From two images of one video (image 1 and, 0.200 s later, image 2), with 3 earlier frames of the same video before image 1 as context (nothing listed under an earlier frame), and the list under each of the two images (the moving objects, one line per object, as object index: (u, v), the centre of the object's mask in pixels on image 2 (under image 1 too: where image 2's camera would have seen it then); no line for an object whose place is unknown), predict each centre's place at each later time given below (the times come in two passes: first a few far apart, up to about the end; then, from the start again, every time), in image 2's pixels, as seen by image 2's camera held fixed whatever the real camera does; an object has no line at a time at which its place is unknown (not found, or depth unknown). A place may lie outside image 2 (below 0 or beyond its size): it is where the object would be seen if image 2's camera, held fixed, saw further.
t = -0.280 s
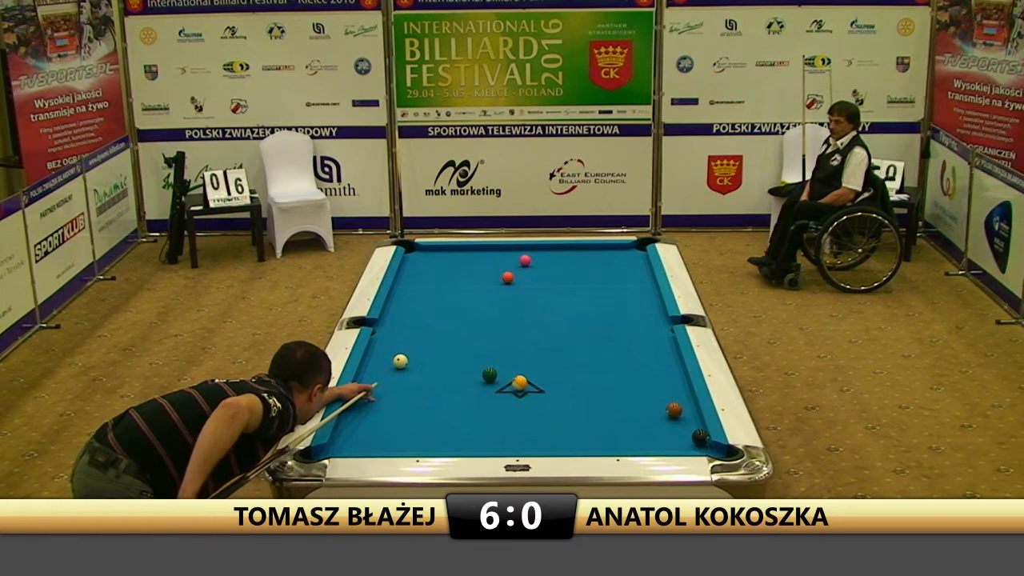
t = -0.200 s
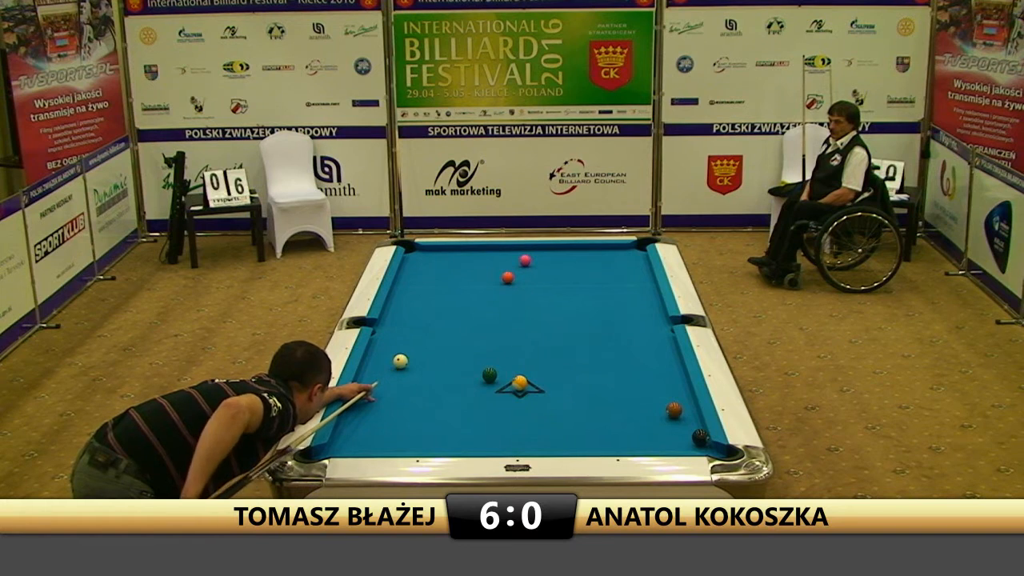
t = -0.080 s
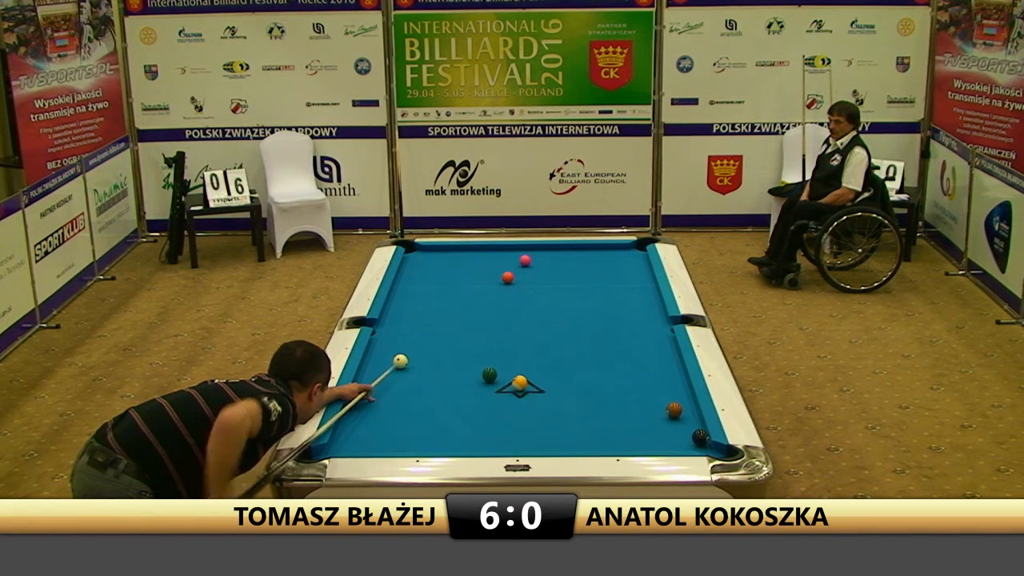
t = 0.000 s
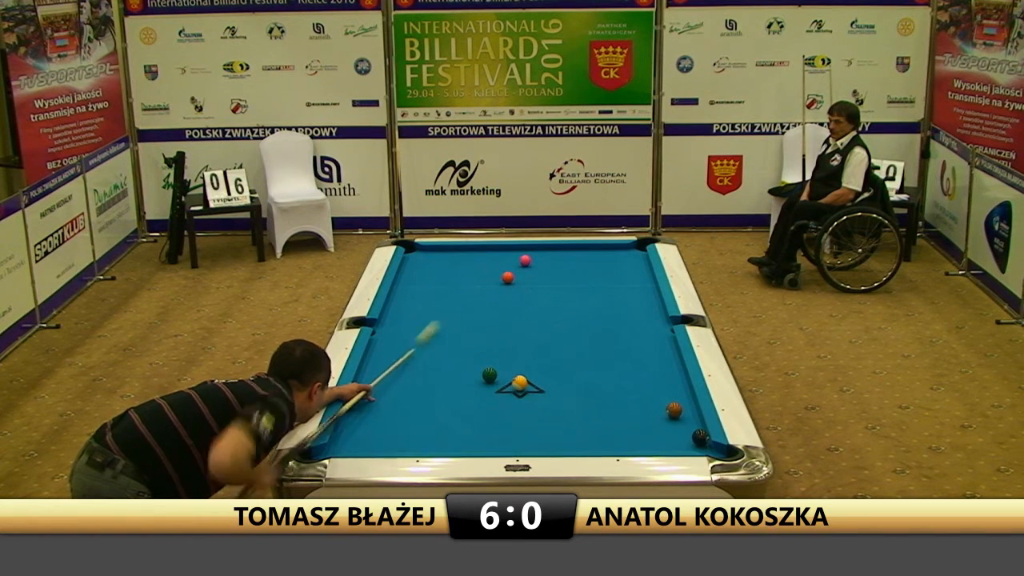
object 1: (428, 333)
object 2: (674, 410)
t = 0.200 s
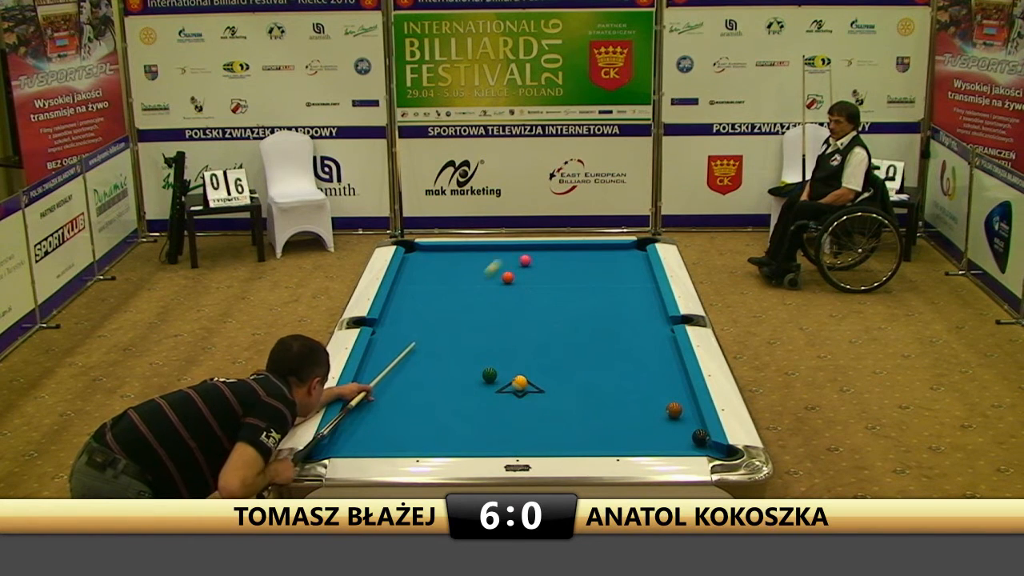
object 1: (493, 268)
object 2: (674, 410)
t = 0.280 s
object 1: (512, 248)
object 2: (674, 410)
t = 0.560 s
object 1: (526, 259)
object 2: (674, 410)
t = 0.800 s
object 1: (531, 260)
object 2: (674, 410)
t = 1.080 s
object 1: (536, 261)
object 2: (674, 410)
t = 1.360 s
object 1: (540, 261)
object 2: (674, 410)
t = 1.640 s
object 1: (543, 262)
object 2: (651, 399)
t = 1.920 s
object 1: (544, 263)
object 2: (620, 386)
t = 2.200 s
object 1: (545, 263)
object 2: (590, 374)
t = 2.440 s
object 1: (545, 263)
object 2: (566, 364)
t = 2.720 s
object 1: (545, 263)
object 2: (540, 354)
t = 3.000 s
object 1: (545, 263)
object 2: (517, 344)
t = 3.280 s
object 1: (545, 263)
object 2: (495, 336)
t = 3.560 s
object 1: (545, 263)
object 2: (475, 327)
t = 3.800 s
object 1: (545, 263)
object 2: (459, 322)
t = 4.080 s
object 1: (545, 263)
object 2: (442, 315)
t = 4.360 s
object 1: (545, 263)
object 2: (426, 309)
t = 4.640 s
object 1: (545, 263)
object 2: (412, 303)
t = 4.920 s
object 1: (545, 263)
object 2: (398, 298)
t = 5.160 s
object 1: (545, 263)
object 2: (396, 294)
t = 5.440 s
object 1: (545, 263)
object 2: (404, 291)
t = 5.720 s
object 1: (545, 263)
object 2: (411, 289)
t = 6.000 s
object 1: (545, 263)
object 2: (417, 287)
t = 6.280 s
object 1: (545, 263)
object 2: (422, 285)
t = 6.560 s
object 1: (545, 263)
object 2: (426, 283)
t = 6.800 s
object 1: (545, 263)
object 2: (430, 282)
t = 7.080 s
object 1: (545, 263)
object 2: (432, 281)
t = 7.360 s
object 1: (545, 263)
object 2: (434, 280)
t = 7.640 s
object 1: (545, 263)
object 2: (435, 280)
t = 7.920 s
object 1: (545, 263)
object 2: (435, 280)
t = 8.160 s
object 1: (545, 263)
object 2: (435, 280)
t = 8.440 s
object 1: (545, 263)
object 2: (435, 280)
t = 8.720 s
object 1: (545, 263)
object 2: (435, 280)
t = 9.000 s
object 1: (545, 264)
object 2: (435, 280)
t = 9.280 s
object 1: (545, 264)
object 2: (435, 280)
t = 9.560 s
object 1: (545, 263)
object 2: (435, 280)
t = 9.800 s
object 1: (545, 263)
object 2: (435, 280)
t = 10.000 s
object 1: (545, 263)
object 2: (435, 280)
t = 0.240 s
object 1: (503, 258)
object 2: (674, 410)
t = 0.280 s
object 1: (512, 248)
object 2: (674, 410)
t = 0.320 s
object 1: (518, 249)
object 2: (674, 410)
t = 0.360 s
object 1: (522, 254)
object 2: (674, 410)
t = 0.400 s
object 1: (523, 257)
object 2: (674, 410)
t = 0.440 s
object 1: (524, 258)
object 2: (674, 410)
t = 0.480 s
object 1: (525, 258)
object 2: (674, 410)
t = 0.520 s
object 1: (526, 258)
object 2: (674, 410)
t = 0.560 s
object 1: (526, 259)
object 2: (674, 410)
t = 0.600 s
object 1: (527, 259)
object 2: (674, 410)
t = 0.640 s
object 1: (528, 259)
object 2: (674, 410)
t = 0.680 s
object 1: (529, 259)
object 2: (674, 410)
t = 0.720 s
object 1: (530, 259)
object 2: (674, 410)
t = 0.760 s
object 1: (531, 259)
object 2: (674, 410)
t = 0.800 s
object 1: (531, 260)
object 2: (674, 410)
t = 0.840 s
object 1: (532, 260)
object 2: (674, 410)
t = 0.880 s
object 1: (533, 260)
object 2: (674, 410)
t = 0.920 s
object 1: (533, 260)
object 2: (674, 410)
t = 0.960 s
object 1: (534, 260)
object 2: (674, 410)
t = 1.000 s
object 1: (535, 260)
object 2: (674, 410)
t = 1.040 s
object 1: (535, 260)
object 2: (674, 410)
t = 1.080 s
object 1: (536, 261)
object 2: (674, 410)
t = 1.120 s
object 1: (537, 261)
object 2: (674, 410)
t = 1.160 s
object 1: (537, 261)
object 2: (674, 410)
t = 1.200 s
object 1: (538, 261)
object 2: (674, 410)
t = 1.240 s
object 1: (538, 261)
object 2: (674, 410)
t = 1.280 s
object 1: (539, 261)
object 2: (674, 410)
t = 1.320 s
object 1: (539, 261)
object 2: (674, 410)
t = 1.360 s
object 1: (540, 261)
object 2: (674, 410)
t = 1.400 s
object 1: (540, 262)
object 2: (673, 410)
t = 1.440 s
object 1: (541, 262)
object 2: (673, 410)
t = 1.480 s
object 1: (541, 262)
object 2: (669, 407)
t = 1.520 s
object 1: (542, 262)
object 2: (664, 405)
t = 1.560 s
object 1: (542, 262)
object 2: (659, 403)
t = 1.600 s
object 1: (542, 262)
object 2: (655, 401)
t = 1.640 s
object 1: (543, 262)
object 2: (651, 399)
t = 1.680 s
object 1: (543, 262)
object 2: (647, 397)
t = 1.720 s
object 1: (543, 262)
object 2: (644, 396)
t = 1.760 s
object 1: (544, 263)
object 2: (639, 393)
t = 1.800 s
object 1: (544, 263)
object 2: (634, 391)
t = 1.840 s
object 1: (544, 263)
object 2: (629, 390)
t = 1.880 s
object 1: (544, 263)
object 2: (624, 388)
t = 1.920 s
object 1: (544, 263)
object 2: (620, 386)
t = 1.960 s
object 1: (545, 263)
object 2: (615, 384)
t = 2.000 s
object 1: (545, 263)
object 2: (611, 382)
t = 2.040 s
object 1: (545, 263)
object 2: (607, 380)
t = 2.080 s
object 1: (545, 263)
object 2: (602, 379)
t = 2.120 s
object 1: (545, 263)
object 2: (598, 377)
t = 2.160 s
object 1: (545, 263)
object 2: (594, 375)
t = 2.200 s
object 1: (545, 263)
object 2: (590, 374)
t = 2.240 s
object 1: (545, 263)
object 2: (585, 372)
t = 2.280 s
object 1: (545, 263)
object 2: (581, 370)
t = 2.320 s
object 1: (545, 263)
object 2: (577, 369)
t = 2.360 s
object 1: (545, 263)
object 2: (573, 367)
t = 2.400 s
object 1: (545, 263)
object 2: (570, 365)
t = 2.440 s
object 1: (545, 263)
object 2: (566, 364)
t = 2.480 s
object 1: (545, 263)
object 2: (562, 363)
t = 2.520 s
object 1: (545, 263)
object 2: (558, 361)
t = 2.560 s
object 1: (545, 263)
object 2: (554, 359)
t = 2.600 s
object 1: (545, 263)
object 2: (551, 358)
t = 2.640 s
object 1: (545, 263)
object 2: (547, 356)
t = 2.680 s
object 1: (545, 263)
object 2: (544, 355)
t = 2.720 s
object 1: (545, 263)
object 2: (540, 354)
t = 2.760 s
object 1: (545, 263)
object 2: (537, 352)
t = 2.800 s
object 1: (545, 263)
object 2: (533, 351)
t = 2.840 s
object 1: (545, 263)
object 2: (530, 350)
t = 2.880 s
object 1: (545, 263)
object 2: (527, 348)
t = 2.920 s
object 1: (545, 263)
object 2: (523, 347)
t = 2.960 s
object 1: (545, 263)
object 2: (520, 345)
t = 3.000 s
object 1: (545, 263)
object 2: (517, 344)
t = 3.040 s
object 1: (545, 263)
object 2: (513, 343)
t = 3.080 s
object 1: (545, 263)
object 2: (510, 341)
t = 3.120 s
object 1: (545, 263)
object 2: (507, 340)
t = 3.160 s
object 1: (545, 263)
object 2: (504, 339)
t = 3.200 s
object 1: (545, 263)
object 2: (501, 338)
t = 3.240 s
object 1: (545, 263)
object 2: (498, 337)
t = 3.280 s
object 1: (545, 263)
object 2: (495, 336)
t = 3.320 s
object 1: (545, 263)
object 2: (492, 334)
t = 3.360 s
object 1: (545, 263)
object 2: (489, 333)
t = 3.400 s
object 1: (545, 263)
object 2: (486, 332)
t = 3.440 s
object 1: (545, 263)
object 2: (484, 331)
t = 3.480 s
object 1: (545, 263)
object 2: (481, 330)
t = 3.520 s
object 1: (545, 263)
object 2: (478, 328)
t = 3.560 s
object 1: (545, 263)
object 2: (475, 327)
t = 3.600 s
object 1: (545, 263)
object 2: (473, 327)
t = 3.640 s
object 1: (545, 263)
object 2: (470, 326)
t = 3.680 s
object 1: (545, 263)
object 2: (467, 325)
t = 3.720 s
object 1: (545, 263)
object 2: (464, 323)
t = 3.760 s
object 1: (545, 263)
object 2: (462, 322)
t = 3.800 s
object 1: (545, 263)
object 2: (459, 322)
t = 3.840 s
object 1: (545, 263)
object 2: (457, 321)
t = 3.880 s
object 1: (545, 263)
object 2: (454, 319)
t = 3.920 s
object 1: (545, 263)
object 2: (452, 318)
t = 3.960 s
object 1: (545, 263)
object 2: (450, 318)
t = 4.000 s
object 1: (545, 263)
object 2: (447, 317)
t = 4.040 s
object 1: (545, 263)
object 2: (445, 316)
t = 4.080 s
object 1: (545, 263)
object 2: (442, 315)
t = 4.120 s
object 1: (545, 263)
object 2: (440, 314)
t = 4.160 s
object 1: (545, 263)
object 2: (438, 313)
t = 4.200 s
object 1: (545, 263)
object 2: (435, 312)
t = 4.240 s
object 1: (545, 263)
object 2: (433, 311)
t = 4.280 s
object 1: (545, 263)
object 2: (431, 311)
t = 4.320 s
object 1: (545, 263)
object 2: (429, 310)
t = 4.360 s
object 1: (545, 263)
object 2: (426, 309)
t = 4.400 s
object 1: (545, 263)
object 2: (424, 308)
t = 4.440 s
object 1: (545, 263)
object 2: (422, 307)
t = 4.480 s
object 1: (545, 263)
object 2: (420, 306)
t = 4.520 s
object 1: (545, 263)
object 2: (418, 305)
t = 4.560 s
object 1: (545, 263)
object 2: (416, 305)
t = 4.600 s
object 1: (545, 263)
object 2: (414, 304)
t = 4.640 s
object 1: (545, 263)
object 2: (412, 303)
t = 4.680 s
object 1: (545, 263)
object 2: (410, 302)
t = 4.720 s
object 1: (545, 263)
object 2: (408, 301)
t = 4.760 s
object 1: (545, 263)
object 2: (406, 301)
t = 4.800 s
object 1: (545, 263)
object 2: (404, 300)
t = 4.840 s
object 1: (545, 263)
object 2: (402, 299)
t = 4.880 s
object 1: (545, 263)
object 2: (400, 299)
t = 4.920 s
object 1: (545, 263)
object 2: (398, 298)
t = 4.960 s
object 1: (545, 263)
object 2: (397, 297)
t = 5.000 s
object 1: (545, 263)
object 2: (394, 296)
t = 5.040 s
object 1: (545, 263)
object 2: (393, 296)
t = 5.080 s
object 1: (545, 263)
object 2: (394, 295)
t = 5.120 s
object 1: (545, 263)
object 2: (395, 295)
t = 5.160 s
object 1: (545, 263)
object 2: (396, 294)
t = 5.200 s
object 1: (545, 263)
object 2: (397, 294)
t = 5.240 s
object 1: (545, 263)
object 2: (399, 293)
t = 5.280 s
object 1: (545, 263)
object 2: (400, 293)
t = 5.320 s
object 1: (545, 263)
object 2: (401, 293)
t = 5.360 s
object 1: (545, 263)
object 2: (402, 292)
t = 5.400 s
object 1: (545, 263)
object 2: (403, 292)
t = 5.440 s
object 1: (545, 263)
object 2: (404, 291)
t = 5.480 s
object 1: (545, 263)
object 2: (405, 291)
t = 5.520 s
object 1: (545, 263)
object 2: (406, 291)
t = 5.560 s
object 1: (545, 263)
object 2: (407, 290)
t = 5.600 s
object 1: (545, 263)
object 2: (408, 290)
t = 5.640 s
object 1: (545, 263)
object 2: (409, 289)
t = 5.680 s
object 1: (545, 263)
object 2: (410, 289)
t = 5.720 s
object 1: (545, 263)
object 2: (411, 289)
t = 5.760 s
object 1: (545, 263)
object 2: (412, 289)
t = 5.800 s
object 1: (545, 263)
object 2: (413, 288)
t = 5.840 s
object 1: (545, 263)
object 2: (414, 288)
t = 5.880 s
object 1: (545, 263)
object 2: (415, 288)
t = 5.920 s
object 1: (545, 263)
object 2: (416, 288)
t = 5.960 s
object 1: (545, 263)
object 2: (416, 287)
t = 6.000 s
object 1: (545, 263)
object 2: (417, 287)
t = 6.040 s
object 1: (545, 263)
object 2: (418, 286)
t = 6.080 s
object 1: (545, 264)
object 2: (419, 286)
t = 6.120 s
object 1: (545, 263)
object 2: (420, 286)
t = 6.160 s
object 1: (545, 264)
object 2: (420, 285)
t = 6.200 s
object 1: (545, 264)
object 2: (421, 285)
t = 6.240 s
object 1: (545, 263)
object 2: (422, 285)
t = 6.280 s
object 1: (545, 263)
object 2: (422, 285)
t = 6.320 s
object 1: (545, 263)
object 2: (423, 284)
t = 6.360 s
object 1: (545, 263)
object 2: (424, 284)
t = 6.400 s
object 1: (545, 263)
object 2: (424, 284)
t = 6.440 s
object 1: (545, 263)
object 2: (425, 284)
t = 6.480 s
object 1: (545, 263)
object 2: (425, 284)
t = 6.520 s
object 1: (545, 263)
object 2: (426, 284)
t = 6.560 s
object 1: (545, 263)
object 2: (426, 283)
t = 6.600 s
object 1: (545, 263)
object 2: (427, 283)
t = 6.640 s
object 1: (545, 263)
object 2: (428, 283)
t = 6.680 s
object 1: (545, 263)
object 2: (428, 283)
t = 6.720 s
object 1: (545, 263)
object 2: (428, 283)
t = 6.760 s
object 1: (545, 263)
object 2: (429, 282)
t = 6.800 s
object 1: (545, 263)
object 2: (430, 282)
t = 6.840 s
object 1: (545, 263)
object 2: (430, 282)
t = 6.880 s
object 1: (545, 263)
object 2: (430, 282)
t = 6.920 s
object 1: (545, 263)
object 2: (431, 281)
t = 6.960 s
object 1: (545, 263)
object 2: (431, 281)
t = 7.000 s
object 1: (545, 263)
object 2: (432, 281)
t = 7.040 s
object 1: (545, 263)
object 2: (432, 281)
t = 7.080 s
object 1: (545, 263)
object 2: (432, 281)
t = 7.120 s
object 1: (545, 263)
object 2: (433, 281)
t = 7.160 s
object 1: (545, 263)
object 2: (433, 281)
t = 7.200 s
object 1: (545, 263)
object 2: (433, 281)
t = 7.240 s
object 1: (545, 263)
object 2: (433, 281)
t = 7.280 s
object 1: (545, 263)
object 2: (434, 281)
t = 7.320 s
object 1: (545, 263)
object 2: (434, 280)
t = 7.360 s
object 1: (545, 263)
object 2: (434, 280)
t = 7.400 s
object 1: (545, 263)
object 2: (434, 280)
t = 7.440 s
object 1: (545, 263)
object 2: (434, 280)
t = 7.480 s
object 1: (545, 263)
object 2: (434, 280)
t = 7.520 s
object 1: (545, 263)
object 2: (434, 280)
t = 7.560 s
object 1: (545, 263)
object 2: (434, 280)
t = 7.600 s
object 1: (545, 263)
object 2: (434, 280)
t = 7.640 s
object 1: (545, 263)
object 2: (435, 280)
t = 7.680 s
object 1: (545, 263)
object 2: (435, 280)
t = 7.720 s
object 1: (545, 263)
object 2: (435, 280)
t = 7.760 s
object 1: (545, 263)
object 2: (435, 280)
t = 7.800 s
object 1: (545, 263)
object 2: (435, 280)
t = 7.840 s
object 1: (545, 263)
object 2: (435, 280)
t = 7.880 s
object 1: (545, 263)
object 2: (435, 280)
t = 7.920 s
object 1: (545, 263)
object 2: (435, 280)
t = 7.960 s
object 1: (545, 263)
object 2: (435, 280)
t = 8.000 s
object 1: (545, 263)
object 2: (435, 280)
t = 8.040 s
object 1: (545, 263)
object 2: (435, 280)
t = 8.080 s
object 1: (545, 263)
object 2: (435, 280)
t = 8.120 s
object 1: (545, 263)
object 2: (435, 280)
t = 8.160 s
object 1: (545, 263)
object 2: (435, 280)
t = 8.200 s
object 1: (545, 263)
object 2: (435, 280)
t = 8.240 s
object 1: (545, 263)
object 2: (435, 280)
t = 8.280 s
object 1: (545, 263)
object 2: (435, 280)
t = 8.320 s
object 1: (545, 263)
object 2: (435, 280)
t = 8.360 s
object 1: (545, 263)
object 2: (435, 280)
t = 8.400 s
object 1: (545, 263)
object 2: (435, 280)
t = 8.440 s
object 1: (545, 263)
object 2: (435, 280)
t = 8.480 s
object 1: (545, 263)
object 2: (435, 280)
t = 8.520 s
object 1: (545, 263)
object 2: (435, 280)
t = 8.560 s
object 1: (545, 263)
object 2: (435, 280)
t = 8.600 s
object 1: (545, 263)
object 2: (435, 280)
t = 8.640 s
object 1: (545, 263)
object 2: (435, 280)
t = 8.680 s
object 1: (545, 263)
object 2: (435, 280)
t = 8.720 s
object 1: (545, 263)
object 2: (435, 280)
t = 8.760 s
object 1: (545, 263)
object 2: (435, 280)
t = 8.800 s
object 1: (545, 263)
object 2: (435, 280)
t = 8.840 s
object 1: (545, 263)
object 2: (435, 280)
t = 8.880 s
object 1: (545, 263)
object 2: (435, 280)
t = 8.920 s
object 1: (545, 263)
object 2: (435, 280)
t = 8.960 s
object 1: (545, 263)
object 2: (435, 280)
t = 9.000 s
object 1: (545, 264)
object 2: (435, 280)
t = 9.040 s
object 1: (545, 264)
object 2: (435, 280)
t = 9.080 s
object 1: (545, 264)
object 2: (435, 280)
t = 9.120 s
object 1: (545, 264)
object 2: (435, 280)
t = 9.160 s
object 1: (545, 264)
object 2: (435, 280)
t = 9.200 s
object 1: (545, 264)
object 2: (435, 280)
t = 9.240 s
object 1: (545, 264)
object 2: (435, 280)
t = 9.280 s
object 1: (545, 264)
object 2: (435, 280)
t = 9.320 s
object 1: (545, 264)
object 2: (435, 280)
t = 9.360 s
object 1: (545, 264)
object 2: (435, 280)
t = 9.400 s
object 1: (545, 264)
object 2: (435, 280)
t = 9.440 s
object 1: (545, 264)
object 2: (435, 280)
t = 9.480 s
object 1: (545, 263)
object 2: (435, 280)
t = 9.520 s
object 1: (545, 263)
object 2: (435, 280)
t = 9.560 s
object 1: (545, 263)
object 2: (435, 280)
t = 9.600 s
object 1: (545, 263)
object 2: (435, 280)
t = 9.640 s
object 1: (545, 263)
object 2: (435, 280)
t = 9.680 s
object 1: (545, 263)
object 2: (435, 280)
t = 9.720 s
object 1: (545, 263)
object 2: (435, 280)
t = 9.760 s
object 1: (545, 263)
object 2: (435, 280)
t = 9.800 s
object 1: (545, 263)
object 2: (435, 280)
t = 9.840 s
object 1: (545, 263)
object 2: (435, 280)
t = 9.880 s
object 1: (545, 263)
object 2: (435, 280)
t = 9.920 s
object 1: (545, 263)
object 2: (435, 280)
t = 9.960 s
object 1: (545, 263)
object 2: (435, 280)
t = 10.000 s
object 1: (545, 263)
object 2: (435, 280)
